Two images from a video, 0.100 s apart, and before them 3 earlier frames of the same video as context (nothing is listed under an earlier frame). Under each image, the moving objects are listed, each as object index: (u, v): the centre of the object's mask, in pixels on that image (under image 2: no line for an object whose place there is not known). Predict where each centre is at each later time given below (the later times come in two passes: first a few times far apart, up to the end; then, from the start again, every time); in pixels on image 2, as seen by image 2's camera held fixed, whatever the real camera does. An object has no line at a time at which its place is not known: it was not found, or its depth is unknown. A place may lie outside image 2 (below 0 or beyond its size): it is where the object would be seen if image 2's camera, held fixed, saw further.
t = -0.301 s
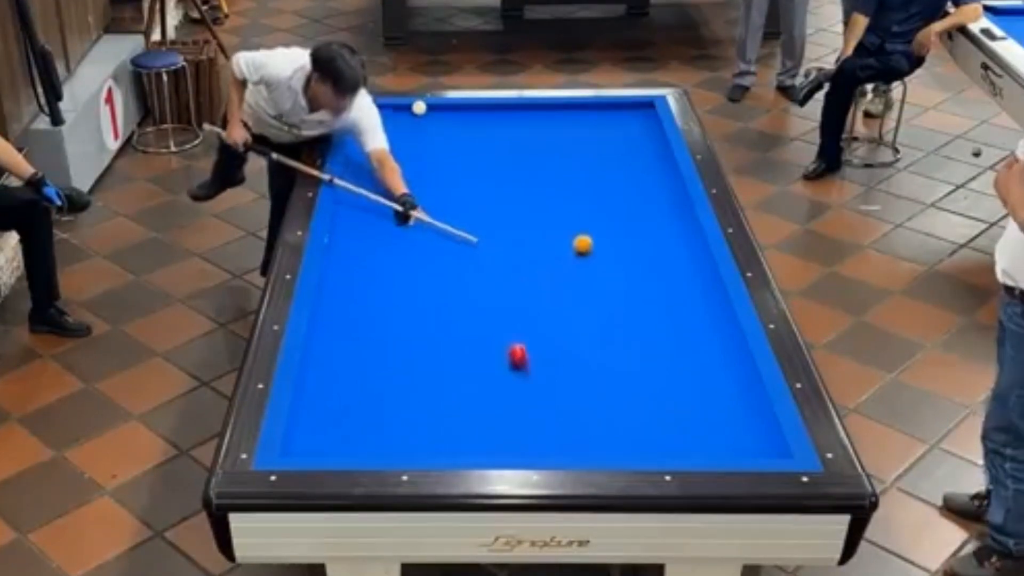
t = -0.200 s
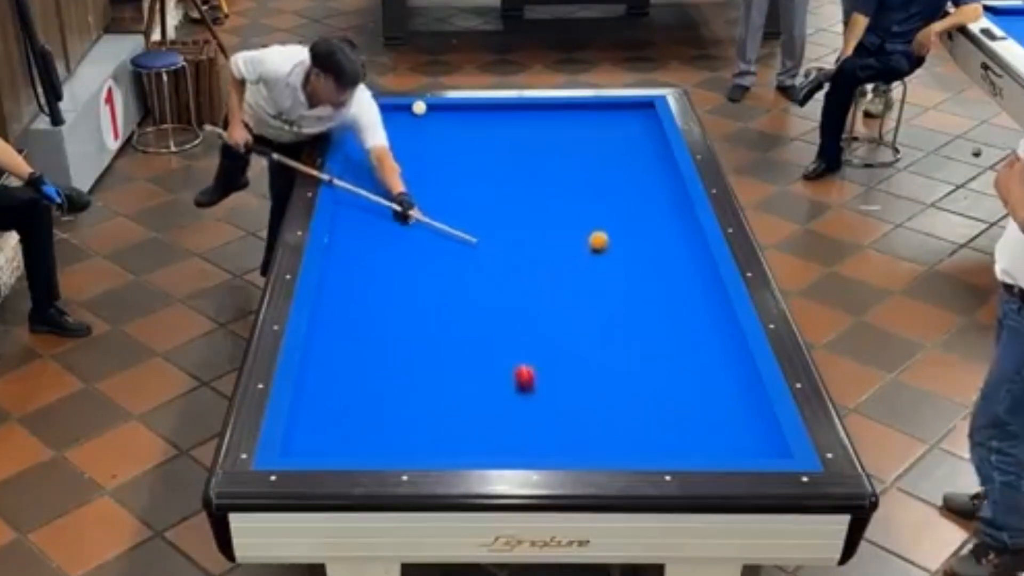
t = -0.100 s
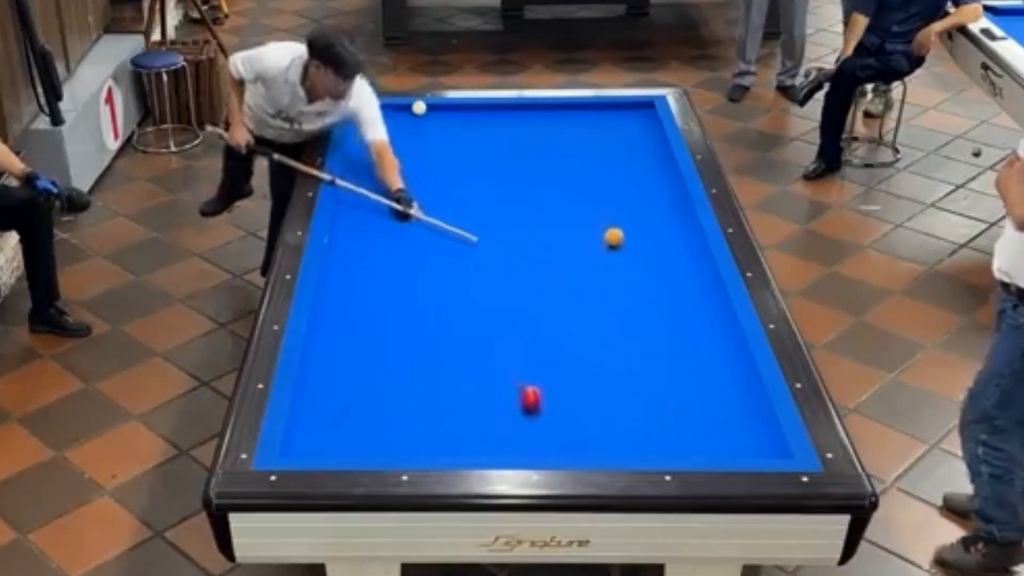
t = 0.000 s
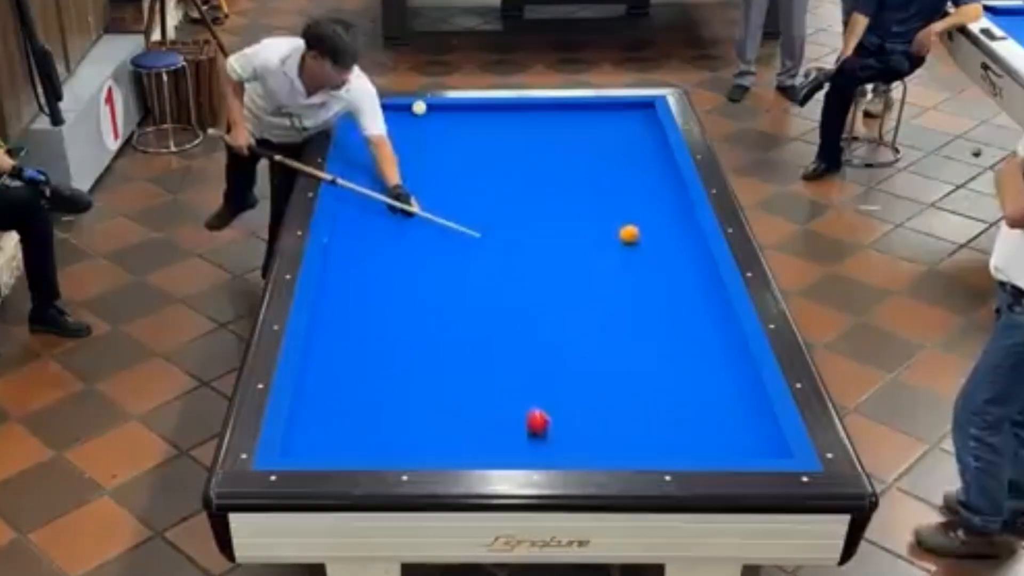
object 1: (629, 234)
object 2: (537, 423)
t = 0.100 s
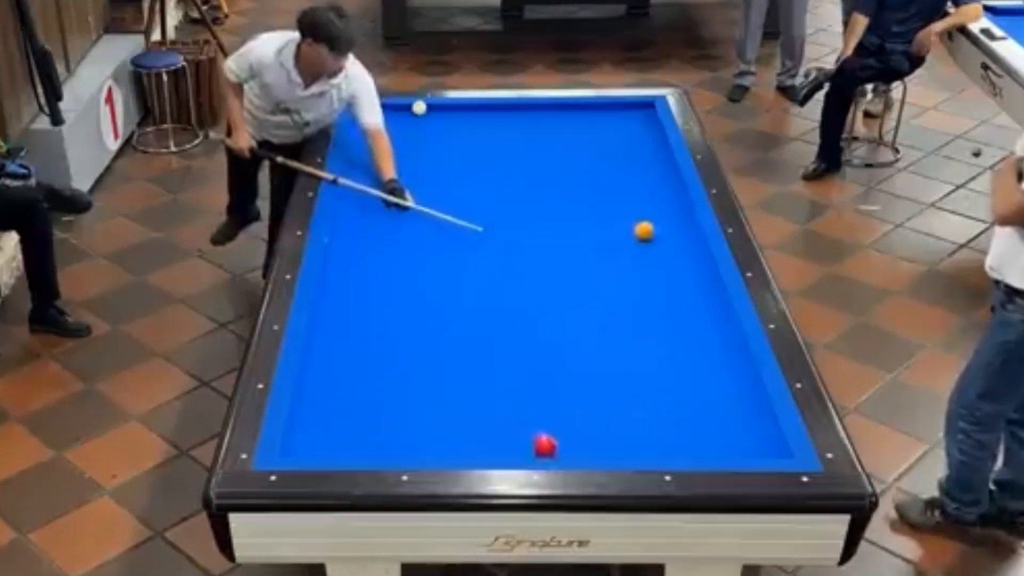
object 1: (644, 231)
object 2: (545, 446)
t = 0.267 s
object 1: (669, 226)
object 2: (546, 430)
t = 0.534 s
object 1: (676, 215)
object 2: (547, 397)
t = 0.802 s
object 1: (652, 204)
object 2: (548, 366)
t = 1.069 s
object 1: (630, 193)
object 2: (549, 339)
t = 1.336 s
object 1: (611, 183)
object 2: (550, 314)
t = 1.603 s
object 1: (591, 174)
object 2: (550, 292)
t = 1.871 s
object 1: (573, 165)
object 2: (550, 271)
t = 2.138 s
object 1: (557, 157)
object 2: (551, 253)
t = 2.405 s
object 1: (541, 149)
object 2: (551, 235)
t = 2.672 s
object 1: (527, 142)
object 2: (551, 219)
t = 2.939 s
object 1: (513, 136)
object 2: (551, 205)
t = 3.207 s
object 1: (500, 129)
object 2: (551, 190)
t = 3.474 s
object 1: (488, 123)
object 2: (552, 177)
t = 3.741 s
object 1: (477, 117)
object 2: (551, 165)
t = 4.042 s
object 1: (465, 112)
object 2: (552, 153)
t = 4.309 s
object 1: (455, 108)
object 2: (552, 143)
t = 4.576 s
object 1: (443, 109)
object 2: (552, 134)
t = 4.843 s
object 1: (432, 112)
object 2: (553, 125)
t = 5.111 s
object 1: (421, 114)
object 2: (554, 117)
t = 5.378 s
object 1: (410, 116)
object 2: (555, 109)
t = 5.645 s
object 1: (400, 118)
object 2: (555, 108)
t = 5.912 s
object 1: (390, 119)
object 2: (557, 111)
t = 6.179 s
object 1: (382, 121)
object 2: (559, 116)
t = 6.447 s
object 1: (373, 123)
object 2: (560, 119)
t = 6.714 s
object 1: (367, 124)
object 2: (561, 122)
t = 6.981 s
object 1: (360, 126)
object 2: (562, 126)
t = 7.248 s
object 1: (358, 127)
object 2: (562, 128)
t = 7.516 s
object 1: (361, 128)
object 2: (563, 130)
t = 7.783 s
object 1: (363, 128)
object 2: (563, 131)
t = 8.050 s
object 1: (364, 129)
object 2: (563, 134)
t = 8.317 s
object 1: (365, 129)
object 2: (563, 135)
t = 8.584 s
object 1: (365, 129)
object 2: (562, 136)
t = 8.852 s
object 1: (364, 129)
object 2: (562, 136)
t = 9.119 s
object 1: (365, 129)
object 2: (562, 138)
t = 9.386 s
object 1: (365, 129)
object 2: (562, 138)
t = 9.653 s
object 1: (365, 129)
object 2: (562, 138)
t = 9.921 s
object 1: (365, 129)
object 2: (562, 138)
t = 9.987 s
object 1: (365, 129)
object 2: (562, 138)
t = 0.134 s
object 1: (649, 230)
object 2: (546, 449)
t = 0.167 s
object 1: (653, 229)
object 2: (546, 445)
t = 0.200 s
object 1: (658, 228)
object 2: (546, 441)
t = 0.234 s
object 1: (664, 227)
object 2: (547, 435)
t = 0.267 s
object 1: (669, 226)
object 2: (546, 430)
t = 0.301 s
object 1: (674, 225)
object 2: (547, 425)
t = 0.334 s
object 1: (678, 224)
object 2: (547, 421)
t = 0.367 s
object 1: (683, 222)
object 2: (547, 417)
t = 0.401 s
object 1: (687, 221)
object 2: (547, 414)
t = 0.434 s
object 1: (687, 220)
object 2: (547, 409)
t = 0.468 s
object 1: (683, 219)
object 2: (547, 405)
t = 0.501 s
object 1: (679, 217)
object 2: (547, 400)
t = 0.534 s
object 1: (676, 215)
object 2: (547, 397)
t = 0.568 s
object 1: (673, 214)
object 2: (547, 393)
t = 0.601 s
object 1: (670, 213)
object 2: (547, 389)
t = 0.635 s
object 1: (667, 211)
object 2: (547, 385)
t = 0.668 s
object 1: (664, 210)
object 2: (548, 382)
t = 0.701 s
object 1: (662, 208)
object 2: (548, 378)
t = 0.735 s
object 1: (658, 207)
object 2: (548, 374)
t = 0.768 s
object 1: (656, 206)
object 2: (548, 371)
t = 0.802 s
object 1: (652, 204)
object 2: (548, 366)
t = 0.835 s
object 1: (649, 203)
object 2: (548, 363)
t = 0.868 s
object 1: (647, 201)
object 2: (548, 360)
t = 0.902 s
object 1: (644, 200)
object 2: (548, 356)
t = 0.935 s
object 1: (641, 199)
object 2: (548, 353)
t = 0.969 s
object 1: (638, 197)
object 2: (549, 350)
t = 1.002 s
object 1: (636, 196)
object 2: (549, 346)
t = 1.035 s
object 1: (633, 195)
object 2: (549, 343)
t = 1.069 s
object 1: (630, 193)
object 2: (549, 339)
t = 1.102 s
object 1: (628, 192)
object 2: (549, 336)
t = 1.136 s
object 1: (625, 191)
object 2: (549, 333)
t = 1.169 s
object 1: (623, 189)
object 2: (549, 330)
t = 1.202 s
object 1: (620, 188)
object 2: (550, 327)
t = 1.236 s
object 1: (618, 187)
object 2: (550, 324)
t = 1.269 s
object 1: (615, 186)
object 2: (550, 321)
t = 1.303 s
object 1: (613, 184)
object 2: (550, 317)
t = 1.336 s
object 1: (611, 183)
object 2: (550, 314)
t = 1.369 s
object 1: (608, 182)
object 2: (550, 311)
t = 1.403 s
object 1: (605, 181)
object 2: (550, 309)
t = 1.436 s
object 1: (603, 180)
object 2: (550, 306)
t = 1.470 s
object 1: (601, 179)
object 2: (550, 303)
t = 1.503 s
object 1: (598, 178)
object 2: (550, 300)
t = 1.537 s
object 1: (596, 177)
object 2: (550, 297)
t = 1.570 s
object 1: (594, 176)
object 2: (550, 295)
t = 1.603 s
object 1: (591, 174)
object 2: (550, 292)
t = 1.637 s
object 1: (589, 174)
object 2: (550, 290)
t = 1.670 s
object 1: (587, 172)
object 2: (550, 286)
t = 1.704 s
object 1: (584, 171)
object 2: (550, 284)
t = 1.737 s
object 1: (582, 170)
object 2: (550, 282)
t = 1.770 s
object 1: (580, 169)
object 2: (550, 279)
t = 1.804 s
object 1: (578, 167)
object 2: (550, 276)
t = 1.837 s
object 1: (575, 166)
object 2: (550, 274)
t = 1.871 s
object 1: (573, 165)
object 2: (550, 271)
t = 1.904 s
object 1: (571, 164)
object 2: (551, 269)
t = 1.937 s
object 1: (569, 163)
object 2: (551, 266)
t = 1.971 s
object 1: (567, 162)
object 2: (551, 264)
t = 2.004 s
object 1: (565, 161)
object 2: (551, 262)
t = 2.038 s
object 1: (563, 160)
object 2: (551, 259)
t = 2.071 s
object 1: (561, 159)
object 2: (551, 257)
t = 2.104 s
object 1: (559, 158)
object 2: (551, 254)
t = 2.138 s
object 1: (557, 157)
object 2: (551, 253)
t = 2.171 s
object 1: (554, 156)
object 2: (551, 250)
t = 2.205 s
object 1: (553, 155)
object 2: (551, 248)
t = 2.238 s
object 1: (551, 154)
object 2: (551, 246)
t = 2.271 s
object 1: (549, 153)
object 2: (551, 244)
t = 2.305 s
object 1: (547, 152)
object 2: (551, 241)
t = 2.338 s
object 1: (545, 151)
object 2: (551, 239)
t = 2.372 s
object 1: (543, 150)
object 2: (551, 237)
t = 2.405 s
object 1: (541, 149)
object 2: (551, 235)
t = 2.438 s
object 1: (539, 148)
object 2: (551, 232)
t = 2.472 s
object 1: (537, 147)
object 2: (551, 231)
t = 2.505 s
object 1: (535, 147)
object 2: (551, 229)
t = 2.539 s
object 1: (534, 146)
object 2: (551, 227)
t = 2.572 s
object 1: (532, 145)
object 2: (551, 225)
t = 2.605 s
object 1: (530, 144)
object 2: (551, 223)
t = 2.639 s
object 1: (528, 144)
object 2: (552, 221)
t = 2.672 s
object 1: (527, 142)
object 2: (551, 219)
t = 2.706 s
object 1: (525, 142)
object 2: (551, 217)
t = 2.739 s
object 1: (524, 141)
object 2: (551, 215)
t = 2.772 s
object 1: (521, 140)
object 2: (551, 214)
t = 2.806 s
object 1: (520, 139)
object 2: (551, 212)
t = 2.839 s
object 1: (517, 138)
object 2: (551, 210)
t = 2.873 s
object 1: (516, 137)
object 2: (551, 209)
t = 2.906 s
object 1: (515, 136)
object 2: (551, 207)
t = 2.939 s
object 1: (513, 136)
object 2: (551, 205)
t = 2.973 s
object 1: (511, 134)
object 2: (551, 202)
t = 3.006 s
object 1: (509, 133)
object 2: (551, 200)
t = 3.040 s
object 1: (508, 133)
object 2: (551, 198)
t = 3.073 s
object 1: (506, 132)
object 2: (551, 197)
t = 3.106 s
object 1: (504, 131)
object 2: (551, 195)
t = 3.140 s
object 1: (503, 131)
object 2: (551, 193)
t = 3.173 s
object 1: (501, 130)
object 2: (551, 191)
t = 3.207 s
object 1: (500, 129)
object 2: (551, 190)
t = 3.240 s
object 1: (498, 128)
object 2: (552, 189)
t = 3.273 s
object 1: (497, 128)
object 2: (552, 187)
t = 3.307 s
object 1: (495, 127)
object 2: (552, 185)
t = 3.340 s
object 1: (494, 126)
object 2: (552, 183)
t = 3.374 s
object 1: (492, 126)
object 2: (552, 182)
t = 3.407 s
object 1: (491, 125)
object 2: (552, 180)
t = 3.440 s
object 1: (489, 124)
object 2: (552, 179)
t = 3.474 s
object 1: (488, 123)
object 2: (552, 177)
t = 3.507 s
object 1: (488, 123)
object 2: (552, 177)
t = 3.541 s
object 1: (485, 122)
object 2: (552, 175)
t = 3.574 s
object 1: (484, 121)
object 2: (552, 174)
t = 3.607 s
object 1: (483, 121)
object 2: (552, 172)
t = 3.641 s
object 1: (481, 120)
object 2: (551, 170)
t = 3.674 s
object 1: (480, 119)
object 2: (552, 169)
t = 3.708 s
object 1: (478, 118)
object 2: (551, 167)
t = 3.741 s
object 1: (477, 117)
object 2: (551, 165)
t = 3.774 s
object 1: (475, 117)
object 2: (551, 164)
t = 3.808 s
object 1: (474, 116)
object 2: (551, 162)
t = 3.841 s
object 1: (473, 116)
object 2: (551, 161)
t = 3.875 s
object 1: (471, 115)
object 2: (551, 160)
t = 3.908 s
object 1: (470, 114)
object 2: (551, 159)
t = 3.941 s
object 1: (469, 114)
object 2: (552, 158)
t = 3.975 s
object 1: (468, 113)
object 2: (553, 156)
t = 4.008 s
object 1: (467, 113)
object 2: (552, 154)
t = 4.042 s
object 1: (465, 112)
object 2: (552, 153)
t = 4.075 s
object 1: (464, 112)
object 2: (552, 152)
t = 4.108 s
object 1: (463, 111)
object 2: (553, 150)
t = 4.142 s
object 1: (461, 111)
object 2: (553, 149)
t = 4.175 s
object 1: (460, 110)
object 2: (552, 148)
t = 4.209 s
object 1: (459, 109)
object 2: (552, 147)
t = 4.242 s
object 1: (457, 109)
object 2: (552, 146)
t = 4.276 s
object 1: (457, 108)
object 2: (553, 145)
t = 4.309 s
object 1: (455, 108)
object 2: (552, 143)
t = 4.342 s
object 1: (454, 107)
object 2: (552, 142)
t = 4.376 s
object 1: (452, 107)
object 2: (552, 140)
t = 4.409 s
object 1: (451, 108)
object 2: (553, 140)
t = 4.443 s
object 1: (449, 108)
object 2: (553, 138)
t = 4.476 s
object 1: (448, 108)
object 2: (553, 137)
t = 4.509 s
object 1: (446, 108)
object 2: (553, 136)
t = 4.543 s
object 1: (445, 109)
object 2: (553, 135)
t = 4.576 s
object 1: (443, 109)
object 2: (552, 134)
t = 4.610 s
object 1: (442, 110)
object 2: (552, 133)
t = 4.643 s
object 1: (439, 110)
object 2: (553, 131)
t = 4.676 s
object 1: (438, 110)
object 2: (553, 130)
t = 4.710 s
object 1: (437, 111)
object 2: (554, 129)
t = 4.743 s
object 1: (435, 111)
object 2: (553, 128)
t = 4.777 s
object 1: (434, 112)
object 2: (554, 127)
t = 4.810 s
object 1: (433, 112)
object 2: (553, 126)
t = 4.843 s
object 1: (432, 112)
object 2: (553, 125)
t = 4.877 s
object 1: (431, 112)
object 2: (553, 124)
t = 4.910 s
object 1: (429, 112)
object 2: (553, 123)
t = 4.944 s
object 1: (428, 113)
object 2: (554, 121)
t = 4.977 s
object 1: (426, 113)
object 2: (554, 120)
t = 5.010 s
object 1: (424, 113)
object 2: (554, 119)
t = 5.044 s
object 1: (423, 113)
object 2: (554, 119)
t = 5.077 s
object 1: (422, 113)
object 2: (554, 118)
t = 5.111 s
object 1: (421, 114)
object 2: (554, 117)
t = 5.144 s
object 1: (419, 113)
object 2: (554, 116)
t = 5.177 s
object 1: (418, 113)
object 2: (554, 115)
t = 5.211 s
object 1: (417, 114)
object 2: (555, 114)
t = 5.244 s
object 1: (416, 114)
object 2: (555, 113)
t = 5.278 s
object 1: (414, 115)
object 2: (555, 112)
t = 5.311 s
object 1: (413, 115)
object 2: (555, 111)
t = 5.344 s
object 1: (411, 116)
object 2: (555, 110)
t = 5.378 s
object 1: (410, 116)
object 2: (555, 109)
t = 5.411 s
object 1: (409, 116)
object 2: (555, 109)
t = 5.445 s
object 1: (407, 116)
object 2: (555, 108)
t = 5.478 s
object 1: (406, 117)
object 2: (555, 106)
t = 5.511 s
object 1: (405, 117)
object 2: (555, 106)
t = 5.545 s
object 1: (404, 117)
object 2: (555, 107)
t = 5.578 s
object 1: (402, 117)
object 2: (555, 108)
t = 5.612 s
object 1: (402, 117)
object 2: (555, 108)
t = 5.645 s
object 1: (400, 118)
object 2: (555, 108)
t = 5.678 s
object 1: (398, 118)
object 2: (555, 108)
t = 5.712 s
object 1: (397, 118)
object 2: (556, 109)
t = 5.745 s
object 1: (396, 118)
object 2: (556, 109)
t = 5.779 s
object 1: (395, 119)
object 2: (556, 110)
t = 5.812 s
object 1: (394, 119)
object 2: (556, 111)
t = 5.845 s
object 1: (393, 119)
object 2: (556, 111)
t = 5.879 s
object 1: (391, 119)
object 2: (556, 111)
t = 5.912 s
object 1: (390, 119)
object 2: (557, 111)
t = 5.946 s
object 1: (389, 120)
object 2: (558, 112)
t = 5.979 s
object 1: (388, 120)
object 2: (558, 114)
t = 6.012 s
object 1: (387, 120)
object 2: (558, 114)
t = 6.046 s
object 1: (386, 121)
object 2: (558, 114)
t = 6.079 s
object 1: (385, 121)
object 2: (558, 115)
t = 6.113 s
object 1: (384, 121)
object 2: (558, 115)
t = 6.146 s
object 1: (383, 121)
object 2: (559, 116)
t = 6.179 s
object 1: (382, 121)
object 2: (559, 116)
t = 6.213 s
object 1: (381, 122)
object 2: (559, 116)
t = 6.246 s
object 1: (380, 122)
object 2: (559, 116)
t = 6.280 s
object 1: (378, 122)
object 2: (559, 117)
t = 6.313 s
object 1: (377, 122)
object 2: (559, 117)
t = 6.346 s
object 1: (376, 123)
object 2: (559, 117)
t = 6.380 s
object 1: (375, 123)
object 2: (560, 118)
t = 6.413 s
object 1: (374, 123)
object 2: (560, 119)
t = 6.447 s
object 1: (373, 123)
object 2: (560, 119)
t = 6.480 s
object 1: (373, 123)
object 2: (561, 120)
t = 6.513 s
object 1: (372, 124)
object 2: (561, 120)
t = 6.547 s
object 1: (371, 124)
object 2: (561, 120)
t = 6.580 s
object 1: (370, 124)
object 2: (561, 120)
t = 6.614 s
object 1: (369, 124)
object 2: (561, 121)
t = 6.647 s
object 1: (368, 124)
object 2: (561, 121)
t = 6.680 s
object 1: (367, 124)
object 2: (561, 121)
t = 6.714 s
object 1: (367, 124)
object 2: (561, 122)
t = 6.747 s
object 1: (366, 124)
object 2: (561, 122)
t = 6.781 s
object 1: (365, 124)
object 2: (562, 123)
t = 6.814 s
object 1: (364, 125)
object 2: (562, 123)
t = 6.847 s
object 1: (363, 125)
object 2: (562, 123)
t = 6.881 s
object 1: (362, 125)
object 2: (562, 124)
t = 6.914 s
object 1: (362, 125)
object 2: (562, 124)
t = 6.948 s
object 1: (361, 125)
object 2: (562, 125)
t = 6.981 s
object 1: (360, 126)
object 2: (562, 126)
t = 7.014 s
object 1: (359, 126)
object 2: (562, 126)
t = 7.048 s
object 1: (358, 126)
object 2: (562, 126)
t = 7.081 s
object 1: (358, 126)
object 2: (562, 126)
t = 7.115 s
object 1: (358, 127)
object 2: (562, 127)
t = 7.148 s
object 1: (357, 127)
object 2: (562, 127)
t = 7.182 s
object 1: (358, 127)
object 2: (562, 127)
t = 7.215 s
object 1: (358, 127)
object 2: (562, 127)
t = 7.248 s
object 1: (358, 127)
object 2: (562, 128)
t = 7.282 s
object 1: (359, 127)
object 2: (563, 128)
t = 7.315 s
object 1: (359, 127)
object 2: (563, 128)
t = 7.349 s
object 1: (359, 127)
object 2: (563, 128)
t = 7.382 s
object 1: (360, 127)
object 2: (563, 129)
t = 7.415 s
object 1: (360, 128)
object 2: (563, 129)
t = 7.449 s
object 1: (360, 128)
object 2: (563, 129)
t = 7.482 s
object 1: (361, 128)
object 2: (563, 130)
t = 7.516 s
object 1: (361, 128)
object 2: (563, 130)
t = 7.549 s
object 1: (361, 128)
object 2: (563, 130)
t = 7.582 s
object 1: (361, 128)
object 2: (563, 130)
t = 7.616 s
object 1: (361, 128)
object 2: (563, 130)
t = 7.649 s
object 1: (362, 128)
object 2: (563, 130)
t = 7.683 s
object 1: (362, 128)
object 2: (563, 130)
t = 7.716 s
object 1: (363, 128)
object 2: (563, 131)
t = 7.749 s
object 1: (363, 128)
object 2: (563, 131)
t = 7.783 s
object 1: (363, 128)
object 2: (563, 131)
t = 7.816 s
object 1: (363, 128)
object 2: (563, 131)
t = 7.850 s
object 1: (363, 128)
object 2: (563, 131)
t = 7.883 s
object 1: (363, 129)
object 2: (563, 132)
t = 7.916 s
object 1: (363, 129)
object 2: (563, 132)
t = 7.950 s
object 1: (363, 129)
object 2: (563, 132)
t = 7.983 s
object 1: (364, 129)
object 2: (563, 134)
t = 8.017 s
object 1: (364, 129)
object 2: (563, 134)
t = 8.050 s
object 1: (364, 129)
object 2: (563, 134)
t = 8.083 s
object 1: (364, 129)
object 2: (563, 134)
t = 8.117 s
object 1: (364, 129)
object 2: (563, 134)
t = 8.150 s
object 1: (364, 129)
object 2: (563, 134)
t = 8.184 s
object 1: (364, 129)
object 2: (563, 134)
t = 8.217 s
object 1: (364, 129)
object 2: (563, 135)
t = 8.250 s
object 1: (365, 129)
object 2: (563, 135)
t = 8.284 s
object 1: (365, 129)
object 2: (563, 135)
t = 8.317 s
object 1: (365, 129)
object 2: (563, 135)
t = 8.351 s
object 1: (365, 129)
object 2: (562, 135)
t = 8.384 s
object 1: (365, 129)
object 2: (562, 135)
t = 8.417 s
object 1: (365, 129)
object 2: (562, 136)
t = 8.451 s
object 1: (365, 129)
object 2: (562, 136)
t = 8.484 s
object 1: (365, 129)
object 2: (562, 136)
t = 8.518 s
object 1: (365, 129)
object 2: (562, 136)
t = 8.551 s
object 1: (365, 129)
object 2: (562, 136)
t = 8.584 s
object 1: (365, 129)
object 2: (562, 136)
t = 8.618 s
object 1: (365, 129)
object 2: (562, 136)
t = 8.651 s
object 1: (364, 129)
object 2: (562, 136)
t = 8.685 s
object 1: (364, 129)
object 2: (562, 136)
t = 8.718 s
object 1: (364, 129)
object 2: (562, 136)
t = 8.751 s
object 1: (364, 129)
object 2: (562, 136)
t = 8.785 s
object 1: (365, 129)
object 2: (562, 136)
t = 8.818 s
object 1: (364, 129)
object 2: (562, 136)
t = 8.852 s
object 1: (364, 129)
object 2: (562, 136)
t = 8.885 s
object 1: (364, 129)
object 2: (562, 137)
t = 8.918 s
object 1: (364, 129)
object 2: (562, 137)
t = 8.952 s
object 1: (364, 129)
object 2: (562, 137)
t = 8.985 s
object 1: (365, 129)
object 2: (562, 138)
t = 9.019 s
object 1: (365, 129)
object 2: (562, 138)
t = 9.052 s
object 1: (365, 129)
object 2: (562, 138)
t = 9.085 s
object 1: (365, 129)
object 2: (562, 138)
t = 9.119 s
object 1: (365, 129)
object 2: (562, 138)
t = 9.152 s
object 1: (365, 129)
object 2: (562, 138)
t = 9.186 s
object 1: (365, 129)
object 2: (562, 138)
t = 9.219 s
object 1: (365, 129)
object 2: (562, 138)
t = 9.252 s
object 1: (365, 129)
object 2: (562, 138)
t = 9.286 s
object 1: (365, 129)
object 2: (562, 138)
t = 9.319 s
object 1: (365, 129)
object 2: (562, 138)
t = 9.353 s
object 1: (365, 129)
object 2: (562, 138)
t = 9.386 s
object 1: (365, 129)
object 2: (562, 138)
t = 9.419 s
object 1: (365, 129)
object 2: (562, 138)
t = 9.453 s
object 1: (365, 129)
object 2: (562, 138)
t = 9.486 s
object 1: (365, 129)
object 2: (562, 138)
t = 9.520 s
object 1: (365, 129)
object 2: (562, 138)
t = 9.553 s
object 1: (365, 129)
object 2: (562, 138)
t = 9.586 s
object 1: (365, 129)
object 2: (562, 138)
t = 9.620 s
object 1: (365, 129)
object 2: (562, 138)
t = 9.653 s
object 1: (365, 129)
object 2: (562, 138)
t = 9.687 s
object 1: (365, 129)
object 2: (562, 138)
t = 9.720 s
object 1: (365, 129)
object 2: (562, 138)
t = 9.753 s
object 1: (365, 129)
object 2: (562, 138)
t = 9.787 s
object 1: (365, 129)
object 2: (562, 138)
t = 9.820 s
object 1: (365, 129)
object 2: (562, 138)
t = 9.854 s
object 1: (365, 129)
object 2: (562, 138)
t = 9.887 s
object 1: (365, 129)
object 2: (562, 138)
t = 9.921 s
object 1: (365, 129)
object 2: (562, 138)
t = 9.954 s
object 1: (365, 129)
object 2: (562, 138)
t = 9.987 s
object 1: (365, 129)
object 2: (562, 138)
